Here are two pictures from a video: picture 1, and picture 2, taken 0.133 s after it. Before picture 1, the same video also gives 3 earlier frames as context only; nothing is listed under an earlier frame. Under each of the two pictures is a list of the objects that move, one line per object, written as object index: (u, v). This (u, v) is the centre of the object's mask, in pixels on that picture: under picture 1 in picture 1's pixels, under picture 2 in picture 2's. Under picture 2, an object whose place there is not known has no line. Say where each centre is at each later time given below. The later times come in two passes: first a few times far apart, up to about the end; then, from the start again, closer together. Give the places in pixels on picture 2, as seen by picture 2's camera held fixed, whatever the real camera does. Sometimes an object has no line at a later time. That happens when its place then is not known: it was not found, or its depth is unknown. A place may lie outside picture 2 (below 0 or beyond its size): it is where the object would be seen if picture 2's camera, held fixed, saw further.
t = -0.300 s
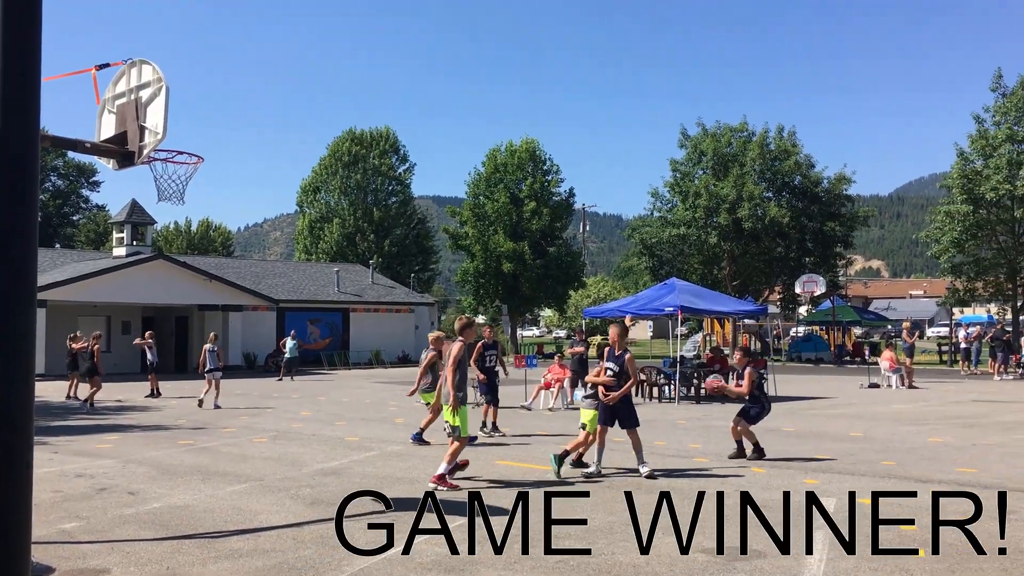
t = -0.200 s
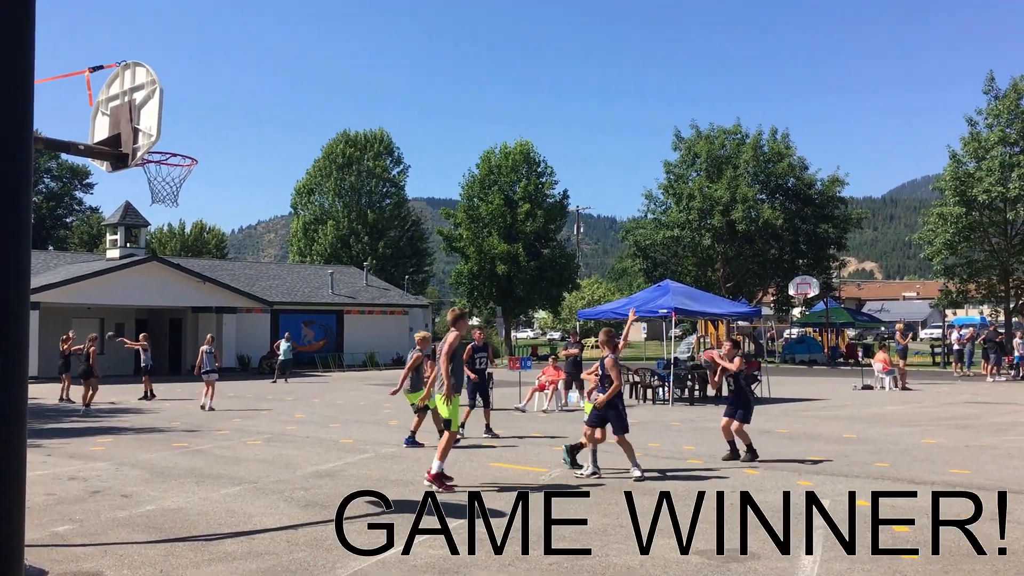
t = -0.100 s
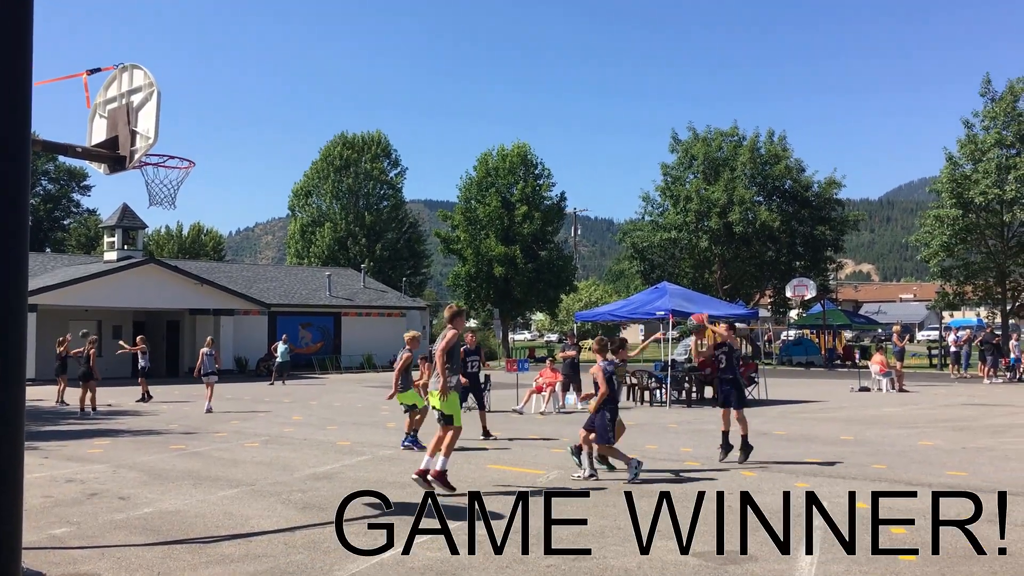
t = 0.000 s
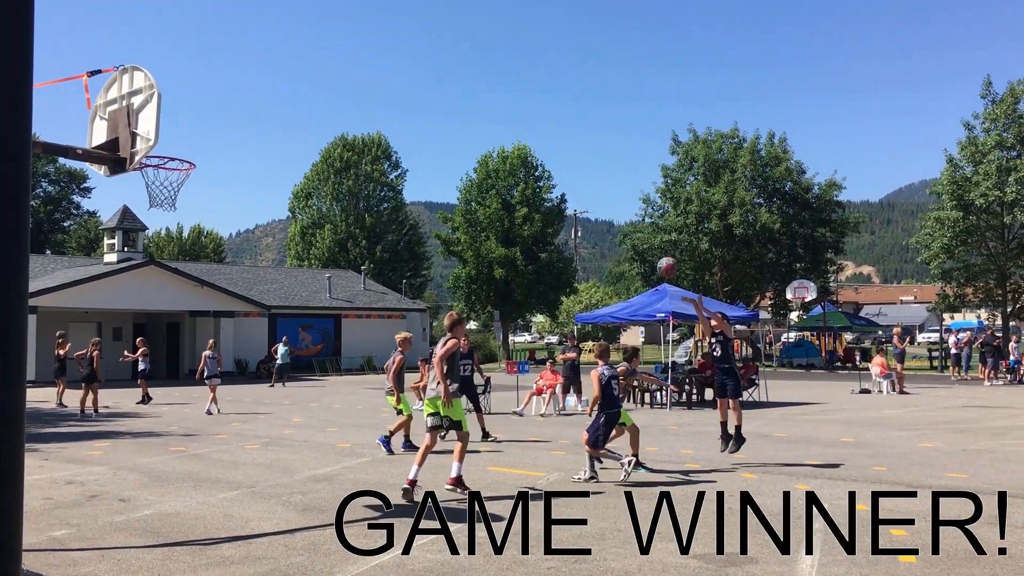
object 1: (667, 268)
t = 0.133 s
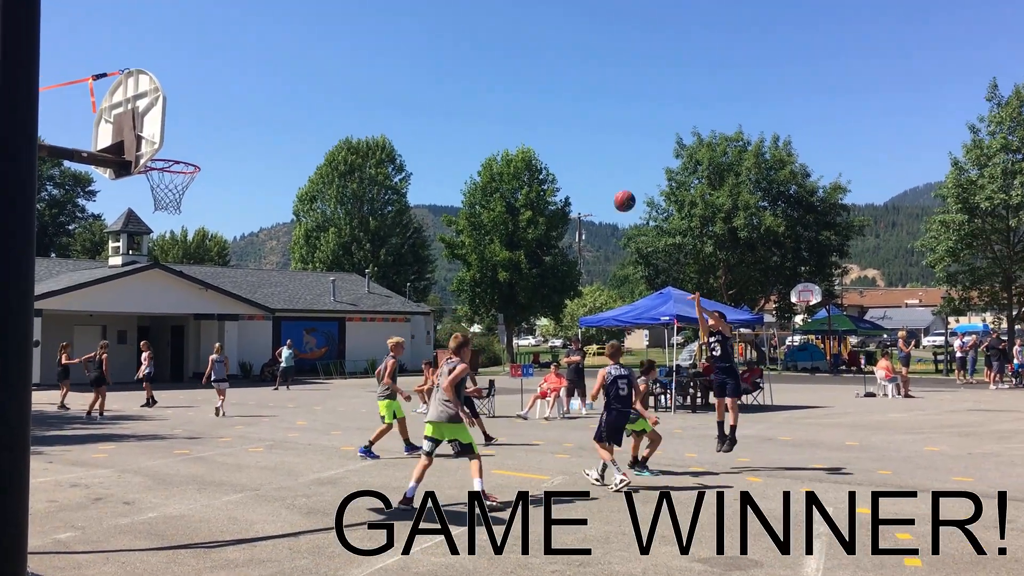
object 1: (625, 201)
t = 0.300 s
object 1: (561, 131)
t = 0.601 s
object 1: (439, 61)
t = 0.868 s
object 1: (317, 68)
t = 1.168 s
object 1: (157, 173)
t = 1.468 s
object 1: (139, 288)
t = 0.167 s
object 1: (612, 186)
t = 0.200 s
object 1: (600, 171)
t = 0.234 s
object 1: (587, 157)
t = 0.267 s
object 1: (575, 144)
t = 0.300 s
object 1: (561, 131)
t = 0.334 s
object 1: (549, 120)
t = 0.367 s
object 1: (535, 110)
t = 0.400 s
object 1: (522, 100)
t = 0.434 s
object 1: (509, 91)
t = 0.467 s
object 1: (496, 84)
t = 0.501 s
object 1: (481, 77)
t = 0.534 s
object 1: (467, 71)
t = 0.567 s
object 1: (453, 65)
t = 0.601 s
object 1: (439, 61)
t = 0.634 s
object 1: (425, 58)
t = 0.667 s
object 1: (410, 56)
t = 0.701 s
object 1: (395, 55)
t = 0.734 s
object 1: (379, 56)
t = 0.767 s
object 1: (364, 57)
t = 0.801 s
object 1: (349, 59)
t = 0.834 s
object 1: (333, 63)
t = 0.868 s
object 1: (317, 68)
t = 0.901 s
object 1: (300, 74)
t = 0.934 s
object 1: (284, 82)
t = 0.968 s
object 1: (267, 91)
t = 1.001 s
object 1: (250, 101)
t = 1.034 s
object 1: (232, 113)
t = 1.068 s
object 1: (214, 126)
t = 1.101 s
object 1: (196, 141)
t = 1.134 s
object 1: (177, 157)
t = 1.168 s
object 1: (157, 173)
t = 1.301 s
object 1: (143, 212)
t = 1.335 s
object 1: (143, 225)
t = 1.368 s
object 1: (142, 239)
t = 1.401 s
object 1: (142, 254)
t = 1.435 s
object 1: (140, 270)
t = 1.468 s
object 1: (139, 288)
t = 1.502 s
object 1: (138, 307)
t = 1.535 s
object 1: (138, 329)
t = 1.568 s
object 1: (136, 351)
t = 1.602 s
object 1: (136, 376)
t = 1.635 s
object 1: (135, 402)
